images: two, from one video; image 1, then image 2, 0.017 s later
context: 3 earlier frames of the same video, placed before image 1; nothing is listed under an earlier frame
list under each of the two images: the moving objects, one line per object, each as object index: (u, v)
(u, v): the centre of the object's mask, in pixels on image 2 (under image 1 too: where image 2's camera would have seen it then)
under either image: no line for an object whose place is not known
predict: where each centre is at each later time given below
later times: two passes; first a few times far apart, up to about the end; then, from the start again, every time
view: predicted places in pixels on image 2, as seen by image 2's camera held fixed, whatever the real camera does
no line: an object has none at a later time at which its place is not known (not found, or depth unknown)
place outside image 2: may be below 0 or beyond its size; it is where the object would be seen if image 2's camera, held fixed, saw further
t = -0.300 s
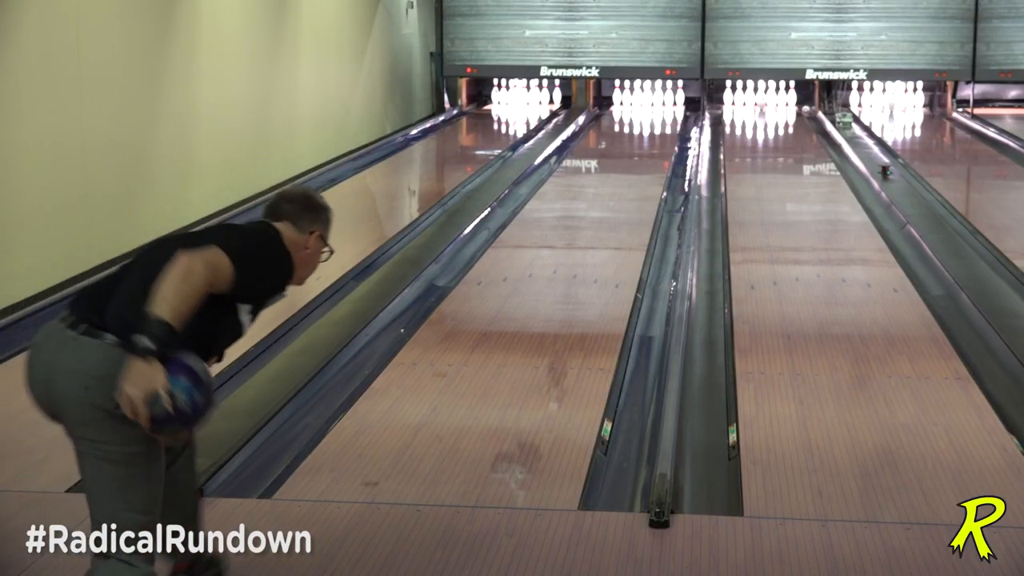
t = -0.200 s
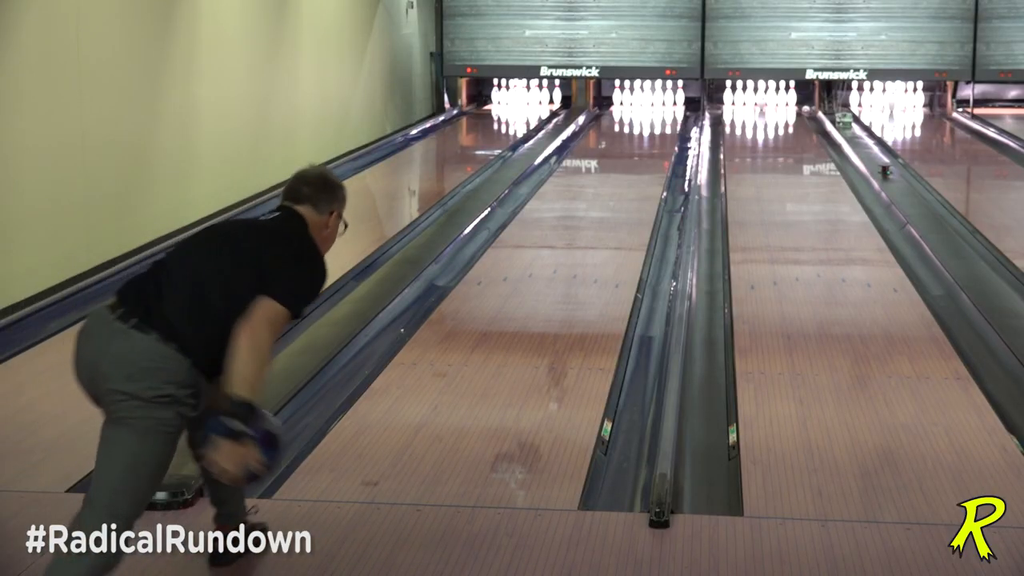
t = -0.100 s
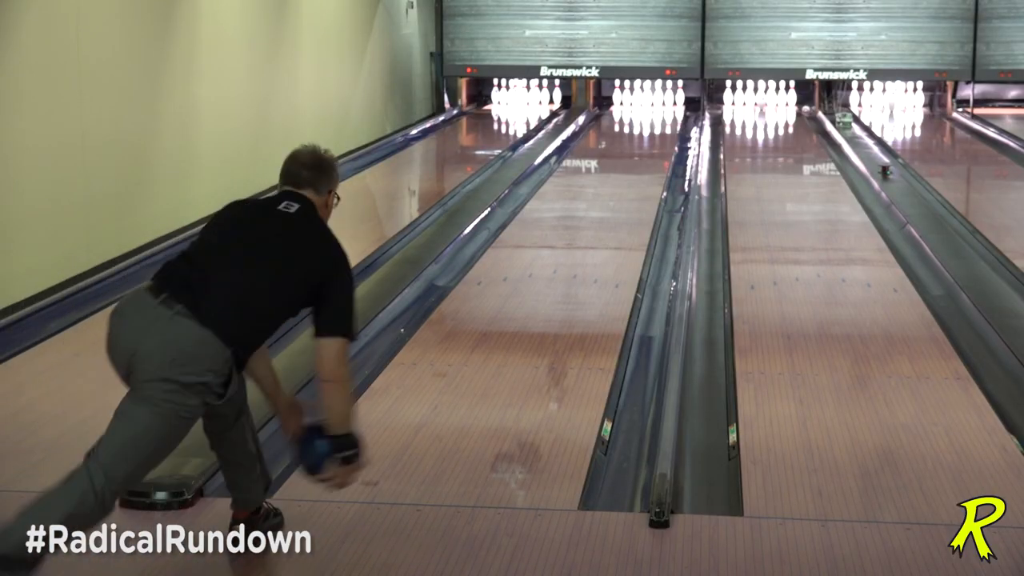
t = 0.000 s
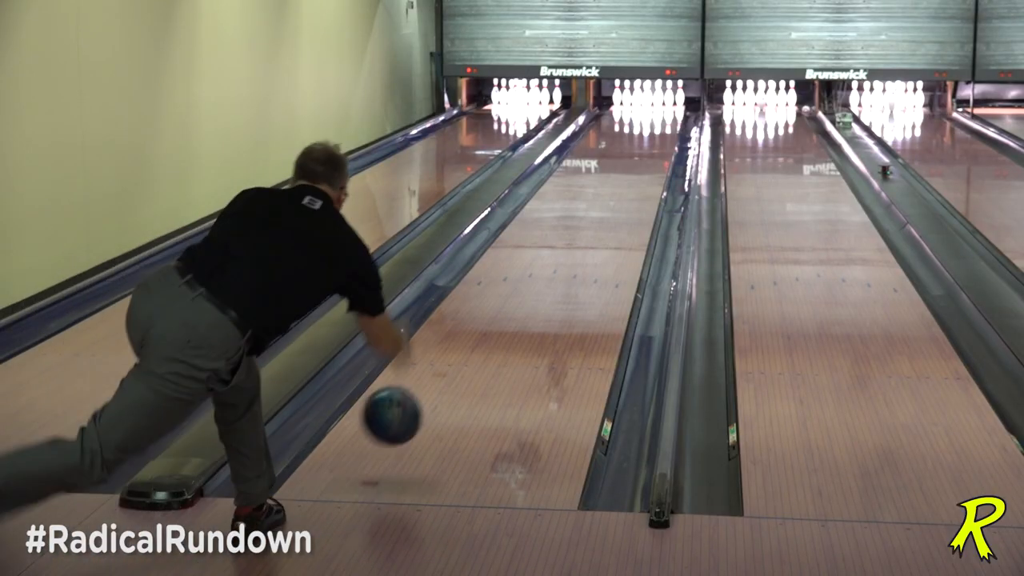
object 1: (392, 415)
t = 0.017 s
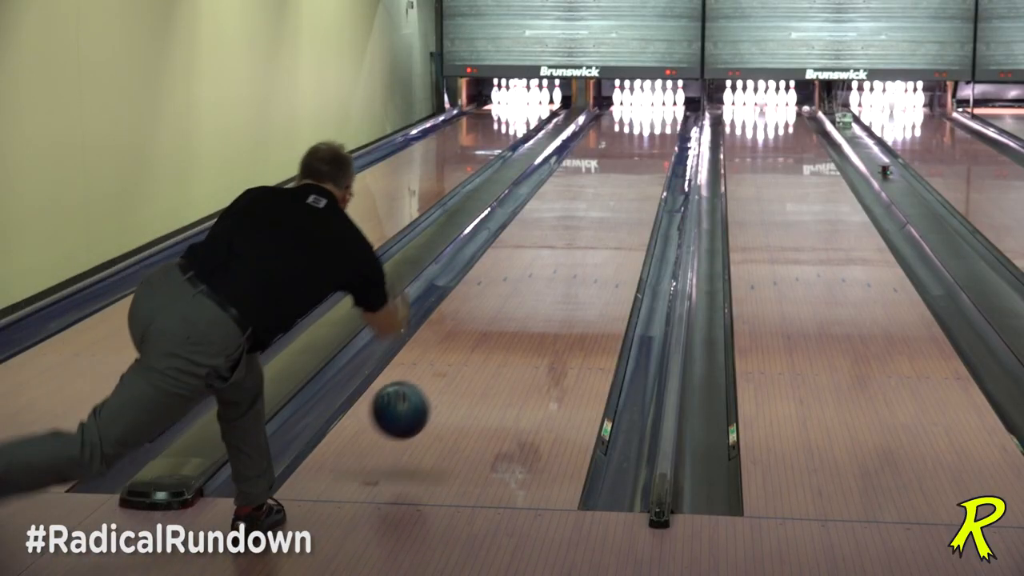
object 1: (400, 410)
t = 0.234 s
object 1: (483, 348)
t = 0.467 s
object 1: (539, 282)
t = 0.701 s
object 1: (578, 237)
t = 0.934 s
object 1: (605, 203)
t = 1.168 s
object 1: (626, 178)
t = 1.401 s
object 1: (641, 158)
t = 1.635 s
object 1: (653, 141)
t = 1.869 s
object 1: (660, 128)
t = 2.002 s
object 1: (661, 122)
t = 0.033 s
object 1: (408, 405)
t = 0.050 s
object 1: (416, 401)
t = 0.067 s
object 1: (423, 398)
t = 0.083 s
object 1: (430, 396)
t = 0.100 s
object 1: (437, 395)
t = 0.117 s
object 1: (443, 393)
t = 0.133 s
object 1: (450, 385)
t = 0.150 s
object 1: (456, 378)
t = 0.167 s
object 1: (462, 371)
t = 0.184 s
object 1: (467, 365)
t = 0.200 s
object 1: (472, 360)
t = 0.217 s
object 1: (478, 354)
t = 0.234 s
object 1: (483, 348)
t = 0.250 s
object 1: (488, 343)
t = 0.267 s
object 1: (493, 337)
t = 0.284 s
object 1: (497, 332)
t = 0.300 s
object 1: (501, 326)
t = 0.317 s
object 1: (506, 321)
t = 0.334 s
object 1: (510, 316)
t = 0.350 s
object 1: (514, 312)
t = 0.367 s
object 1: (518, 307)
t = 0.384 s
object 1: (522, 303)
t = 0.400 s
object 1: (526, 298)
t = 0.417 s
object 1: (529, 294)
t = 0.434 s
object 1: (533, 290)
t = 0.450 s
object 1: (536, 286)
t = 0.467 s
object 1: (539, 282)
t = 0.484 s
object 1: (543, 278)
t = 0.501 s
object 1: (546, 275)
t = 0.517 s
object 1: (549, 271)
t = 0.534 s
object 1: (552, 268)
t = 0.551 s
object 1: (555, 265)
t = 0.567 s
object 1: (558, 261)
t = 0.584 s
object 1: (560, 258)
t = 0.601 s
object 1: (563, 254)
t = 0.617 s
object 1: (566, 251)
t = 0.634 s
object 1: (568, 248)
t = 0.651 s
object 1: (571, 245)
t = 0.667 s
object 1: (573, 242)
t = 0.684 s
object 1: (576, 239)
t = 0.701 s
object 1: (578, 237)
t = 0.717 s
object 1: (580, 234)
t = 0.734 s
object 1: (582, 231)
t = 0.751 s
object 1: (585, 229)
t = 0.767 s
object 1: (587, 226)
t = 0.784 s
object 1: (589, 223)
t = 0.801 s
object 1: (590, 221)
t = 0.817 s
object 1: (593, 219)
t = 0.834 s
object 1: (595, 216)
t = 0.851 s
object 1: (597, 214)
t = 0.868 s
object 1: (598, 212)
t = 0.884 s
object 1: (600, 210)
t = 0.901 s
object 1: (602, 207)
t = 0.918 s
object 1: (603, 205)
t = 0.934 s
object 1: (605, 203)
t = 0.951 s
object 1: (607, 201)
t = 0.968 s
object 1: (608, 199)
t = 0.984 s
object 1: (610, 197)
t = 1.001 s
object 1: (612, 195)
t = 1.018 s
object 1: (613, 193)
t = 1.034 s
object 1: (615, 191)
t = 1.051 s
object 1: (616, 190)
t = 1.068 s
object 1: (618, 188)
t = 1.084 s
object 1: (619, 186)
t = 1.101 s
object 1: (620, 184)
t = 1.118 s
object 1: (622, 183)
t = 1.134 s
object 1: (623, 181)
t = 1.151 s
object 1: (624, 179)
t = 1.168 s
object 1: (626, 178)
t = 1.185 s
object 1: (627, 176)
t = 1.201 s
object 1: (628, 175)
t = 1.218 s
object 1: (629, 173)
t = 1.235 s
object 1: (631, 172)
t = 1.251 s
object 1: (632, 170)
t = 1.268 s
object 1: (632, 169)
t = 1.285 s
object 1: (634, 167)
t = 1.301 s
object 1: (635, 166)
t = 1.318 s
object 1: (636, 165)
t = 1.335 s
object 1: (637, 164)
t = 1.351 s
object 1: (638, 162)
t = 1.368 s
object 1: (639, 161)
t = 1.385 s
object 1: (640, 159)
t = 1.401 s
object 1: (641, 158)
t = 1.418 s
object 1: (642, 157)
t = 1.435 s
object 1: (643, 155)
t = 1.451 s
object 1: (644, 154)
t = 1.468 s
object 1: (645, 153)
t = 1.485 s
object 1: (646, 151)
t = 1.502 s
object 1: (646, 150)
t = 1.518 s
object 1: (647, 150)
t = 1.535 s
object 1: (648, 148)
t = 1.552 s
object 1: (649, 147)
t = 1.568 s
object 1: (650, 146)
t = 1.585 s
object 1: (651, 144)
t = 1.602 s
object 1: (652, 144)
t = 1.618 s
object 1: (652, 143)
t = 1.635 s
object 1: (653, 141)
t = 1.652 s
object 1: (654, 140)
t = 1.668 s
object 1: (654, 139)
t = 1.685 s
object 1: (655, 138)
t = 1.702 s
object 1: (656, 138)
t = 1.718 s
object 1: (656, 137)
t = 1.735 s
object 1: (656, 136)
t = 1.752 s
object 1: (657, 135)
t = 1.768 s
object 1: (657, 134)
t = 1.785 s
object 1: (658, 133)
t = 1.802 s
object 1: (658, 132)
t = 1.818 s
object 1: (658, 131)
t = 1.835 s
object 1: (659, 130)
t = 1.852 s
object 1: (659, 129)
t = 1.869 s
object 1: (660, 128)
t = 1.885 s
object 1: (660, 127)
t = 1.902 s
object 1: (660, 127)
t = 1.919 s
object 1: (661, 126)
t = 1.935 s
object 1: (661, 125)
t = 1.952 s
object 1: (661, 124)
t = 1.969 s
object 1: (661, 123)
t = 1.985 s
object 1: (661, 123)
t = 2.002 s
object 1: (661, 122)
